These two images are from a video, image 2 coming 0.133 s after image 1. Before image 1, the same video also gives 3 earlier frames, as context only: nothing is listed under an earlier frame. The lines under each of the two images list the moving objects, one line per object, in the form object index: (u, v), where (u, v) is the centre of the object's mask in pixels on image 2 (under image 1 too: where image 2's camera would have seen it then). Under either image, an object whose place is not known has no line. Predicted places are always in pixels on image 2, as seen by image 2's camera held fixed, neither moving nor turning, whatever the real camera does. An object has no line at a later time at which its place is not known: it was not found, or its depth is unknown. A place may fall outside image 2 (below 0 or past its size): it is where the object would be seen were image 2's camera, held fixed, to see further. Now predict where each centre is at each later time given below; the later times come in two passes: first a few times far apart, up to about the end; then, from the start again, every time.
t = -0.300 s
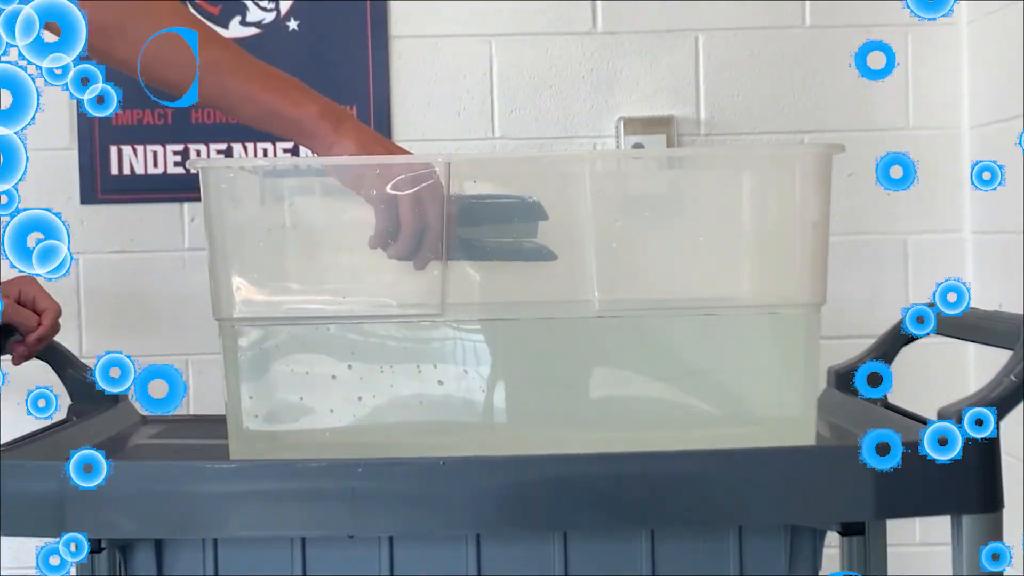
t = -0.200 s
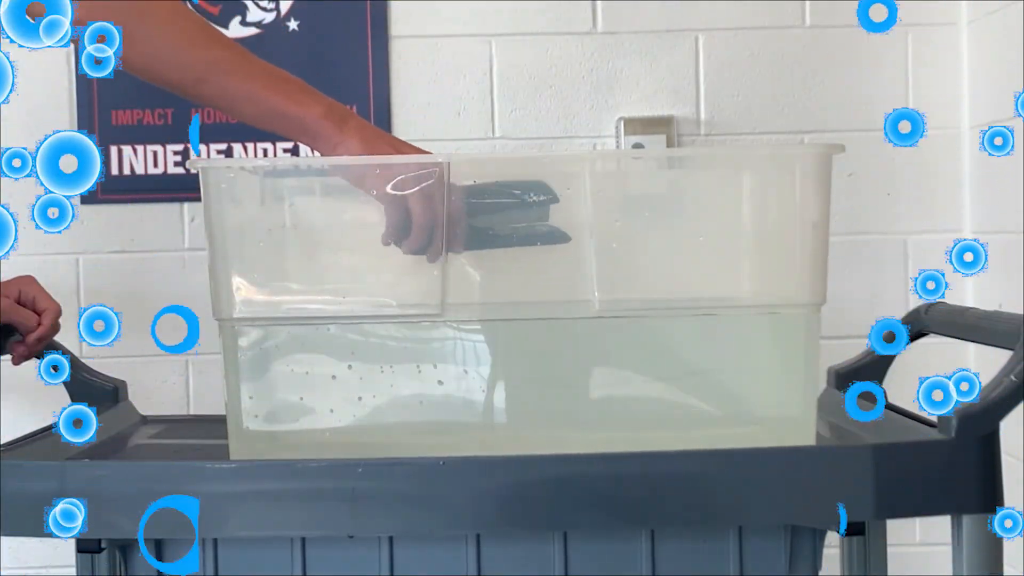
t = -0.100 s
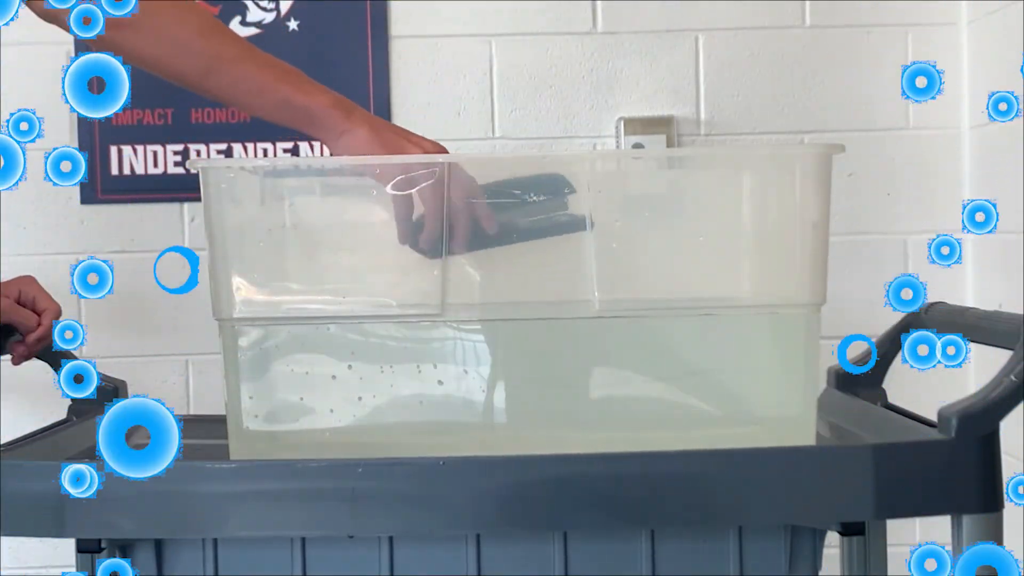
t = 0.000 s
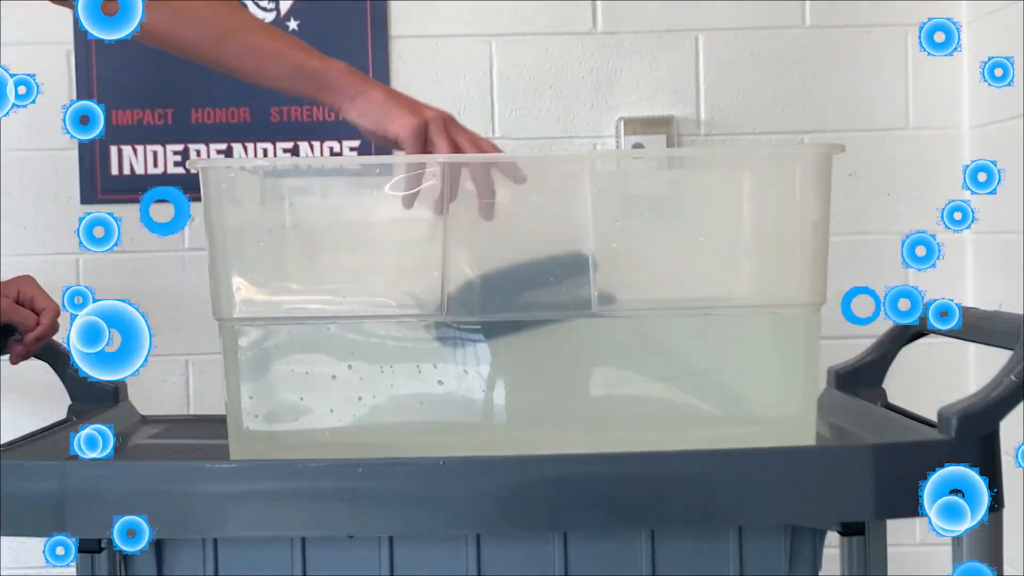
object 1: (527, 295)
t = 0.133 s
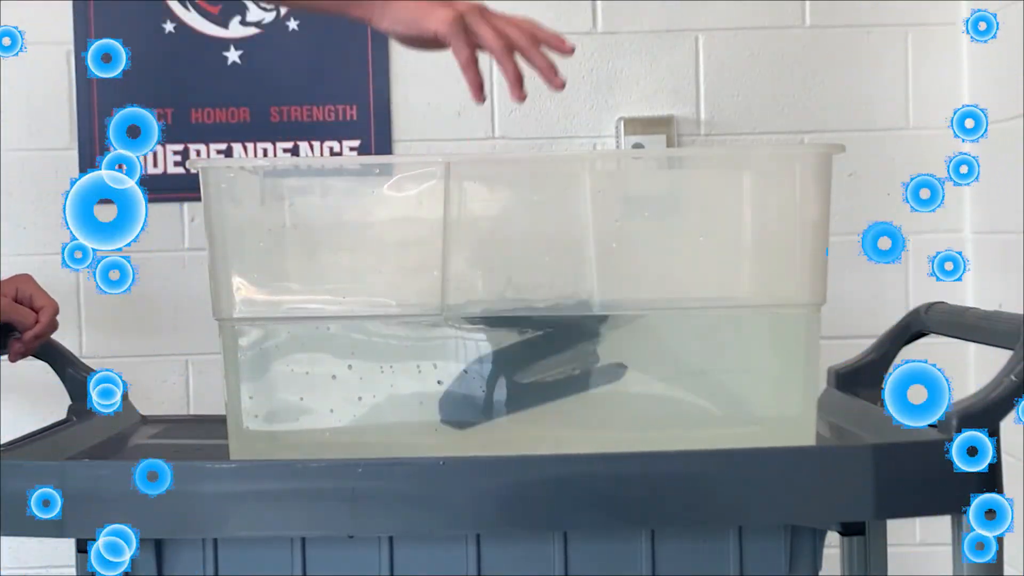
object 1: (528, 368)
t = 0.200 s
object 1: (530, 373)
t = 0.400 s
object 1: (532, 391)
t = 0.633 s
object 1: (537, 403)
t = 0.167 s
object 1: (528, 371)
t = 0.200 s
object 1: (530, 373)
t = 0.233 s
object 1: (529, 376)
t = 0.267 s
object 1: (531, 379)
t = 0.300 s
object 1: (530, 384)
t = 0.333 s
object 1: (530, 390)
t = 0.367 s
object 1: (531, 392)
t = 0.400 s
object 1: (532, 391)
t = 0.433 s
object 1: (531, 391)
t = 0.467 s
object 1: (531, 393)
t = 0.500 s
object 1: (532, 396)
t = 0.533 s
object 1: (540, 383)
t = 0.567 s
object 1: (538, 392)
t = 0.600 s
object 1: (539, 396)
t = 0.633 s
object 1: (537, 403)
